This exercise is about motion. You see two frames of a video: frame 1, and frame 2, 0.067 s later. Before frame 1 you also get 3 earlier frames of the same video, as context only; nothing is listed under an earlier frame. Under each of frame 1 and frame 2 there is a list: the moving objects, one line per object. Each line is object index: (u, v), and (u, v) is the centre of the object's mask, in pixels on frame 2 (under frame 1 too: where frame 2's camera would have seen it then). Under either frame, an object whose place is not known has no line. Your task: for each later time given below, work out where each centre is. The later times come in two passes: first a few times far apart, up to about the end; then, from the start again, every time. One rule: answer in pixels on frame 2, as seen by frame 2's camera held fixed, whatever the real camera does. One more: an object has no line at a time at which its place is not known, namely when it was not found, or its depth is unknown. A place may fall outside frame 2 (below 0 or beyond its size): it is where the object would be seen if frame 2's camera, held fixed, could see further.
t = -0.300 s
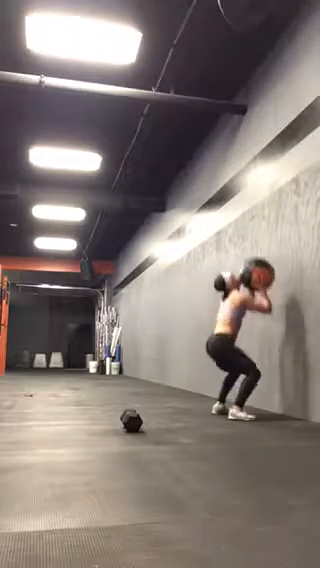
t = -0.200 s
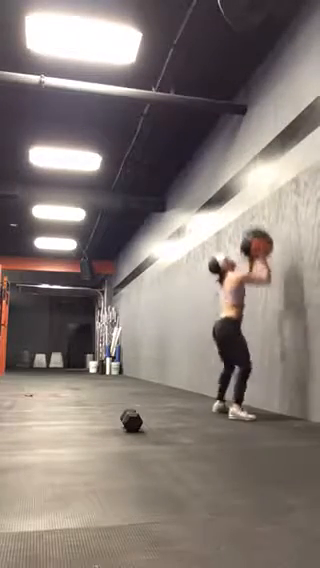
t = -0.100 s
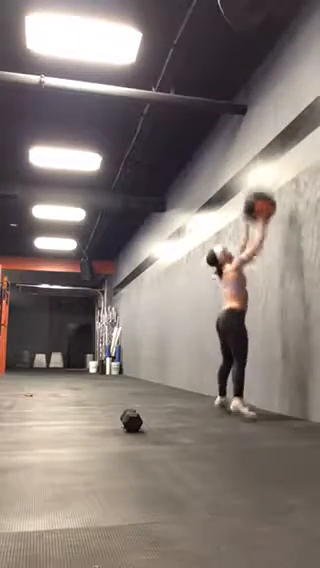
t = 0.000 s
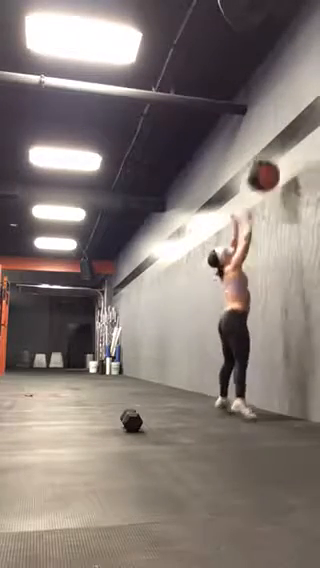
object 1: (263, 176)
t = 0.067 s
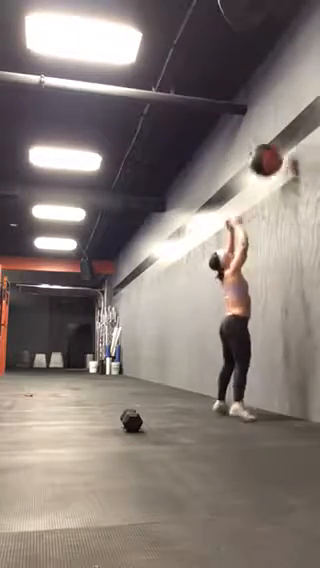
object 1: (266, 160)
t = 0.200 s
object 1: (271, 141)
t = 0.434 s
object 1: (269, 146)
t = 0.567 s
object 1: (265, 168)
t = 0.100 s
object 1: (267, 153)
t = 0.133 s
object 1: (268, 149)
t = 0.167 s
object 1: (270, 145)
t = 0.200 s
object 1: (271, 141)
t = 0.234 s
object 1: (272, 140)
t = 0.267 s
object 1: (273, 139)
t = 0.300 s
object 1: (273, 138)
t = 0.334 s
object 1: (272, 139)
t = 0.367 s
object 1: (271, 140)
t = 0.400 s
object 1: (270, 142)
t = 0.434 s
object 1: (269, 146)
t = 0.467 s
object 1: (268, 149)
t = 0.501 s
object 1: (267, 155)
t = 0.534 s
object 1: (266, 161)
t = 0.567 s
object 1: (265, 168)
